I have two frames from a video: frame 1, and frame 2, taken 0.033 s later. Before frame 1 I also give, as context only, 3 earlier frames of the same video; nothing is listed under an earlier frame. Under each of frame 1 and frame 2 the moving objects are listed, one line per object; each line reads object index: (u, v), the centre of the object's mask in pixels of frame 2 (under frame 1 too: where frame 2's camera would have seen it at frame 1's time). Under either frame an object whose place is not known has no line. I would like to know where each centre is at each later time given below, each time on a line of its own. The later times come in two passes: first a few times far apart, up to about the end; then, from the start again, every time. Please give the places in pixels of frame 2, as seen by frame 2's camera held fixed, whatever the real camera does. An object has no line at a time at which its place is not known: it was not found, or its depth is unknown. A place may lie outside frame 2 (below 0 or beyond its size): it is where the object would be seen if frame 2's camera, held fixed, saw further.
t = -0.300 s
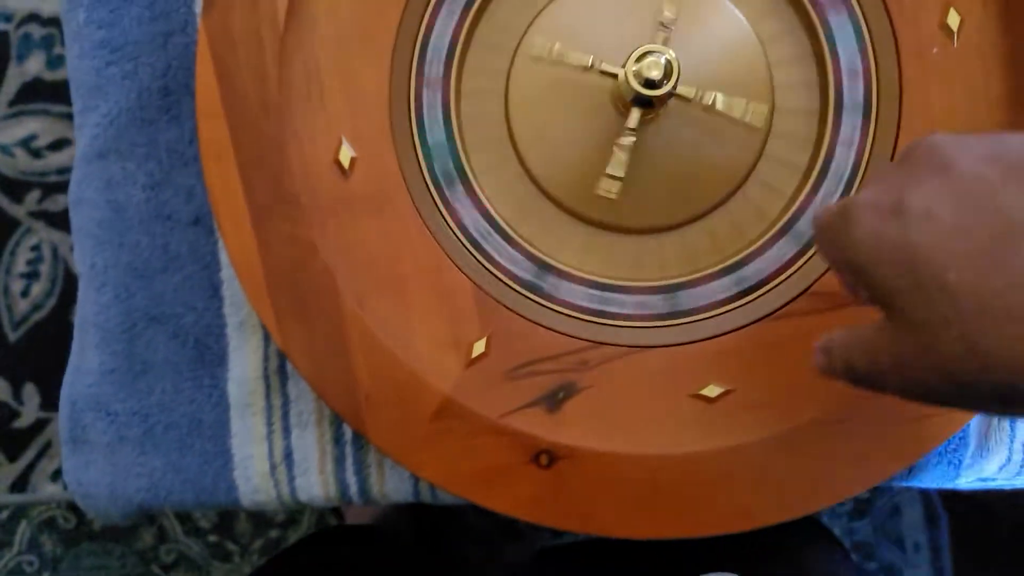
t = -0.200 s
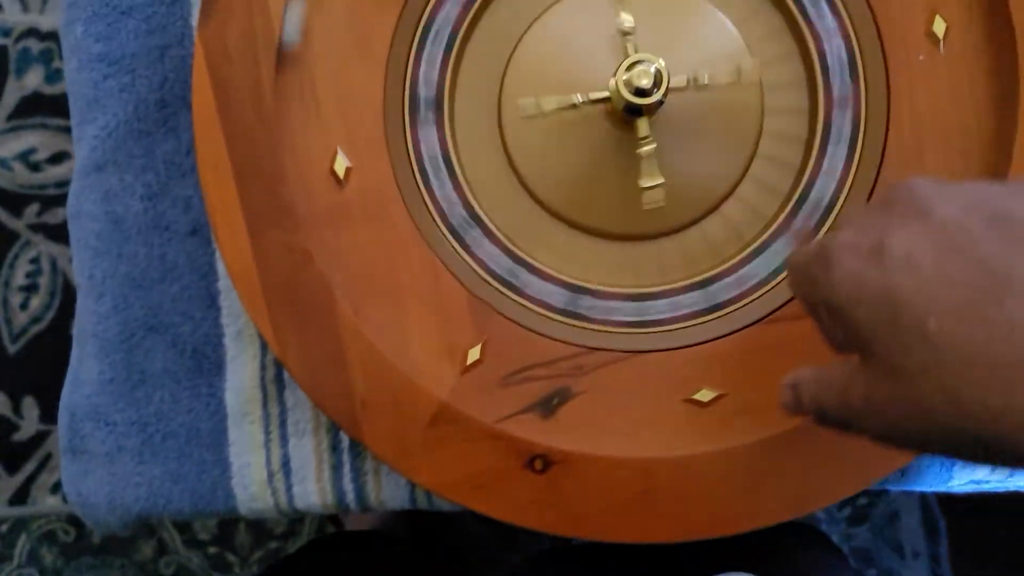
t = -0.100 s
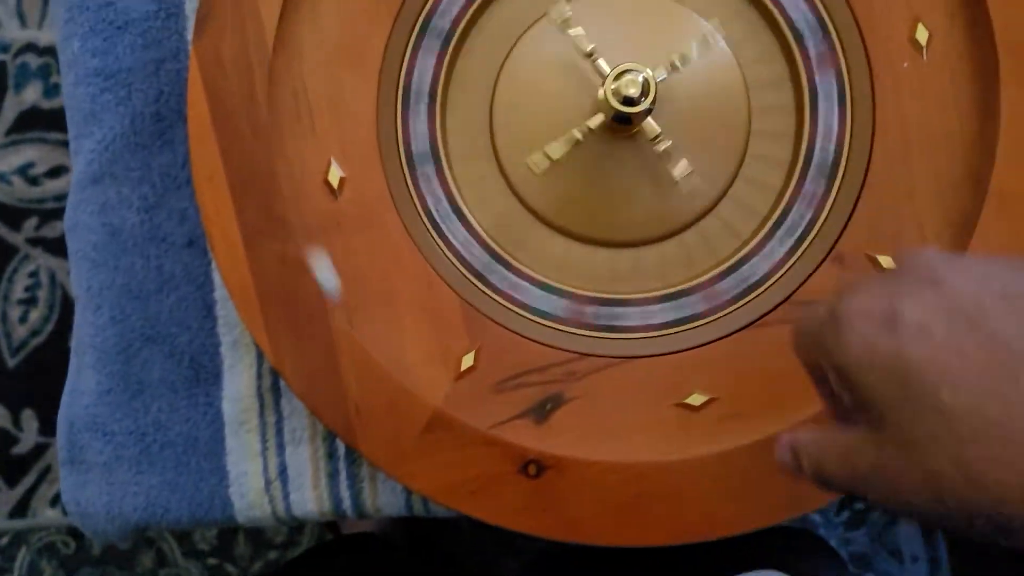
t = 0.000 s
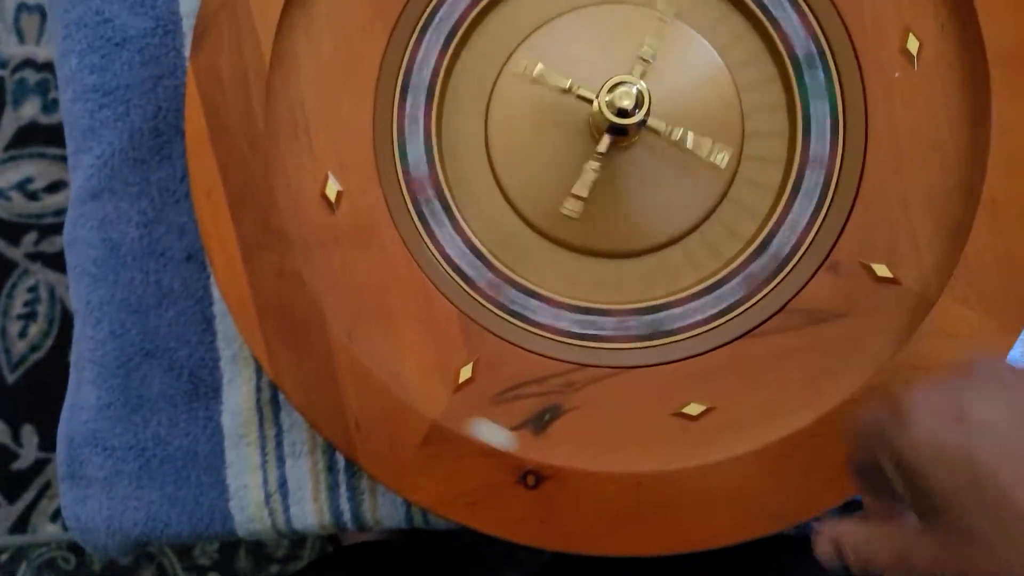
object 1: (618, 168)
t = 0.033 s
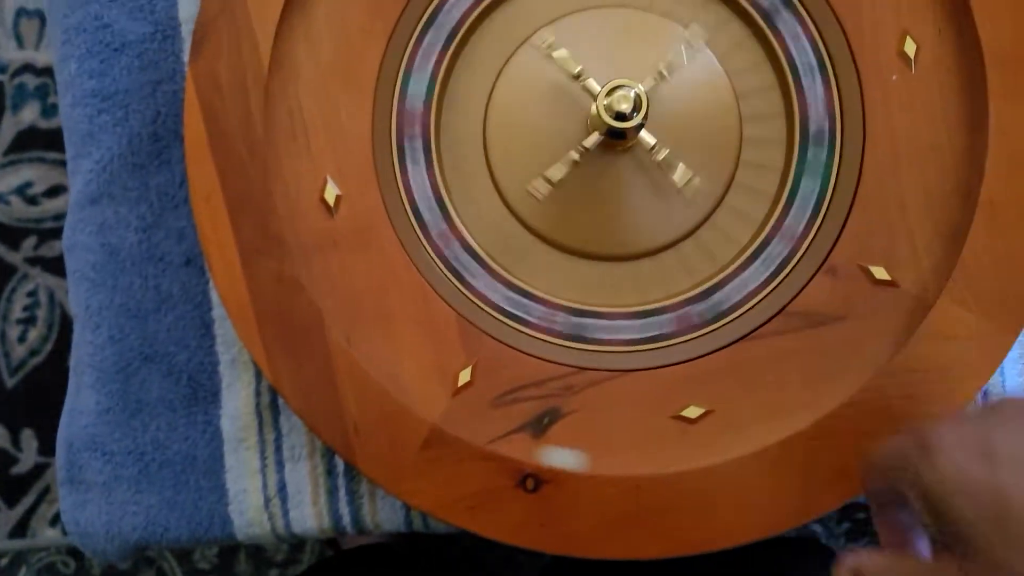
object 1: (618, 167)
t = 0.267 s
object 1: (616, 154)
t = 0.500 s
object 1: (616, 143)
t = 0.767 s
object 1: (615, 135)
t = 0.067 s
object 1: (617, 165)
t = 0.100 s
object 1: (617, 163)
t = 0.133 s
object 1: (617, 161)
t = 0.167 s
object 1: (617, 159)
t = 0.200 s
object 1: (617, 157)
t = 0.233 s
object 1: (616, 155)
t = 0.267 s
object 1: (616, 154)
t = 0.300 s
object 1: (616, 152)
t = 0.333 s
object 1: (616, 151)
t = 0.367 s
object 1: (616, 150)
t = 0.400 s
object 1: (616, 148)
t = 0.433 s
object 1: (616, 146)
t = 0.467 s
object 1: (616, 145)
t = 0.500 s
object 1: (616, 143)
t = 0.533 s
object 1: (615, 142)
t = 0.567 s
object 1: (615, 141)
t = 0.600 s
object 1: (615, 139)
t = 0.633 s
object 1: (615, 138)
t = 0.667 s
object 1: (615, 137)
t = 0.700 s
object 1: (615, 136)
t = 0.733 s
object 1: (615, 135)
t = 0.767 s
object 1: (615, 135)
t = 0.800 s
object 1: (615, 134)
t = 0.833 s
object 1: (615, 134)
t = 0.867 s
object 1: (615, 134)
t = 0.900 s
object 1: (615, 134)
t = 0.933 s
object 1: (616, 135)
